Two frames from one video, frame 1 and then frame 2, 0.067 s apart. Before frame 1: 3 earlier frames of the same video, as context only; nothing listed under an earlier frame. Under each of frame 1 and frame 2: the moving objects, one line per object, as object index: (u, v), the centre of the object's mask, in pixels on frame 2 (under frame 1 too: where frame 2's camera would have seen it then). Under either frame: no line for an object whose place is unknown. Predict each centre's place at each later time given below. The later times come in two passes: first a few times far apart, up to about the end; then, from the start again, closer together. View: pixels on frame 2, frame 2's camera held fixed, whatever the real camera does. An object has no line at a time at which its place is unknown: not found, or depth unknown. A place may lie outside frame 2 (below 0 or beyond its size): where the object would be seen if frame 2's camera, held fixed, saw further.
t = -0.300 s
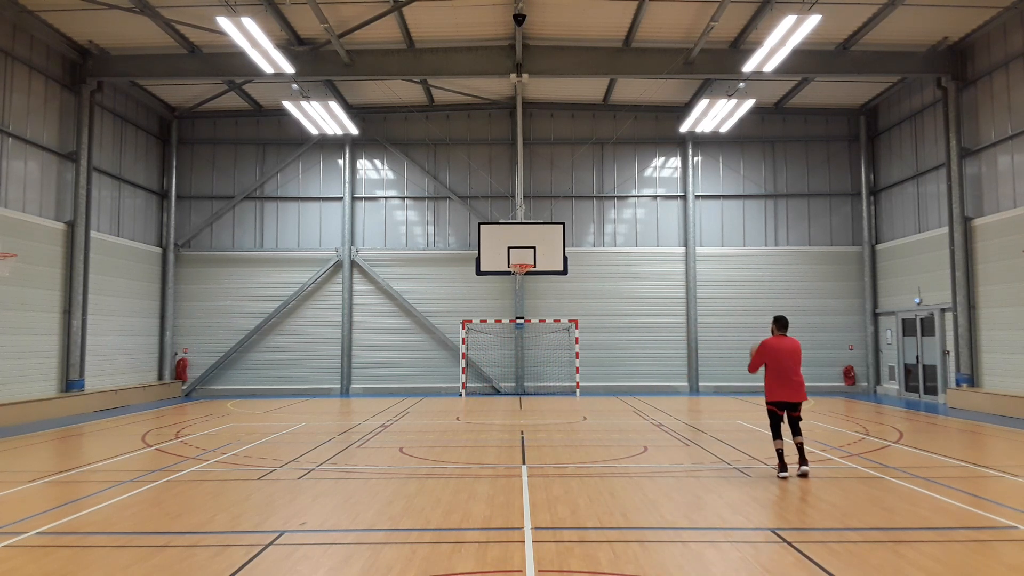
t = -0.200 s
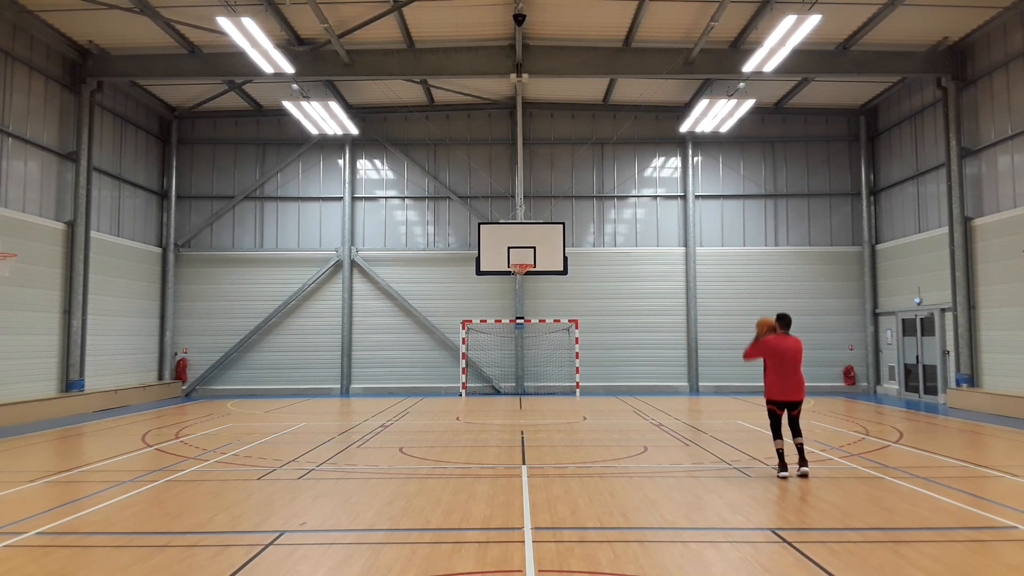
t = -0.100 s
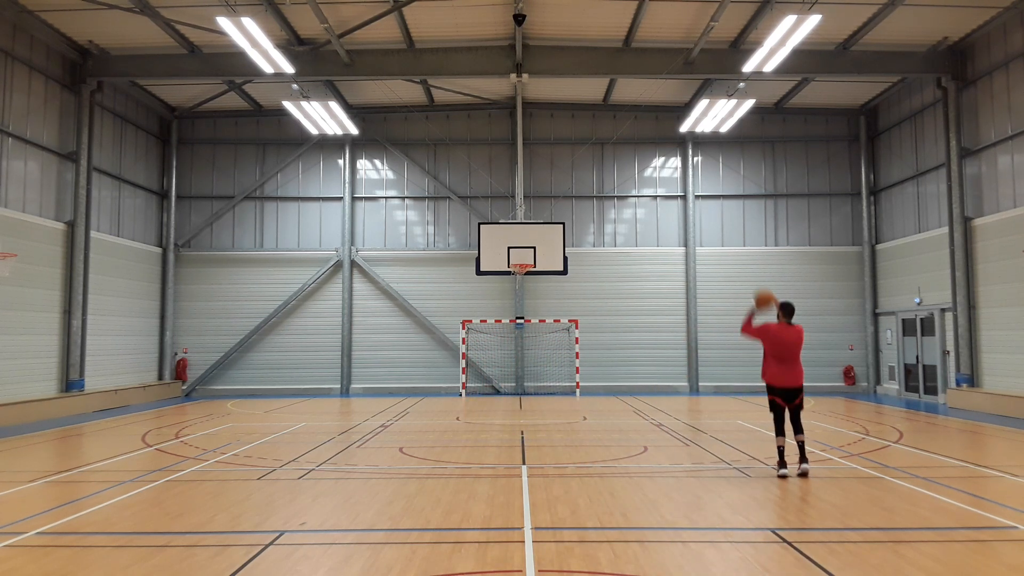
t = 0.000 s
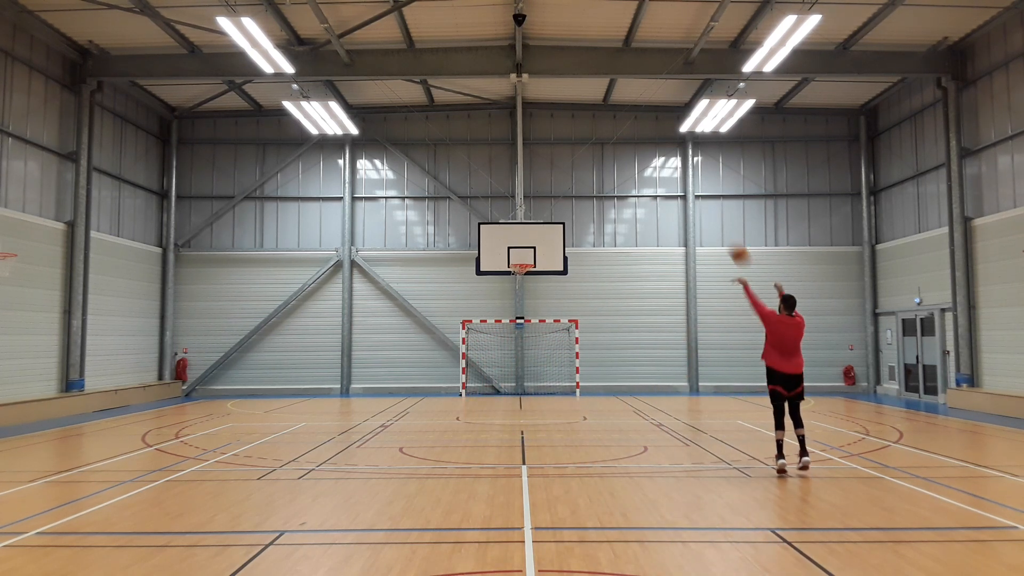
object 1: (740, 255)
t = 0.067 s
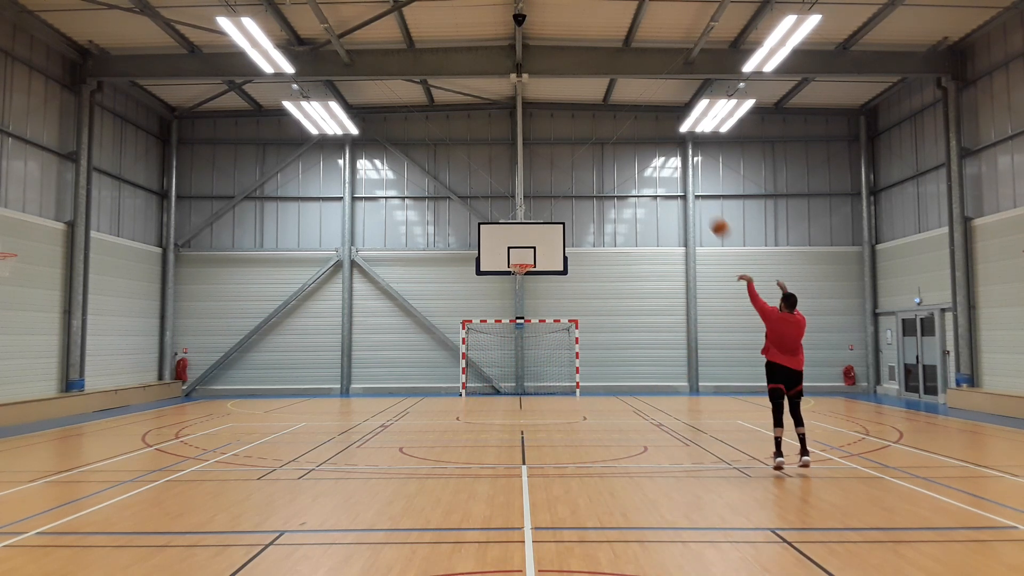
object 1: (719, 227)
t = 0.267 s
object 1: (669, 176)
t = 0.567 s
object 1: (612, 154)
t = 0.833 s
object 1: (572, 180)
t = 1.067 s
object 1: (544, 226)
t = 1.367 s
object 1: (508, 245)
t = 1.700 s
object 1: (472, 231)
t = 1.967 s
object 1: (442, 258)
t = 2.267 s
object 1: (409, 332)
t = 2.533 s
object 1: (378, 404)
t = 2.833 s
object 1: (349, 328)
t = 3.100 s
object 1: (322, 300)
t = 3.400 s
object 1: (292, 312)
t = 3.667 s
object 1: (265, 363)
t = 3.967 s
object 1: (236, 390)
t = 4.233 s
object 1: (214, 349)
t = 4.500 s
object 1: (190, 344)
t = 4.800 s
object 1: (164, 383)
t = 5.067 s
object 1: (140, 398)
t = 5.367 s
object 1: (116, 366)
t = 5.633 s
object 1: (93, 378)
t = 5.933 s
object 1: (68, 411)
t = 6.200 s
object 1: (49, 383)
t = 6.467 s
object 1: (28, 392)
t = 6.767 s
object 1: (8, 407)
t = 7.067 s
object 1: (41, 416)
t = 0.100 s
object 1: (710, 215)
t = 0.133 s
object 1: (701, 205)
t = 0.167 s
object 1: (693, 197)
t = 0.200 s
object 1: (685, 188)
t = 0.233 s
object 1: (678, 182)
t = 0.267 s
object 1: (669, 176)
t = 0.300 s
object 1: (661, 169)
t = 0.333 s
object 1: (655, 164)
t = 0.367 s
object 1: (648, 161)
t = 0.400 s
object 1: (642, 158)
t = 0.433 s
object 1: (636, 156)
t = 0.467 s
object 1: (629, 155)
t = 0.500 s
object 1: (623, 154)
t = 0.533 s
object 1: (618, 154)
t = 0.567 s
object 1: (612, 154)
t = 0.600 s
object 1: (606, 156)
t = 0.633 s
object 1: (601, 157)
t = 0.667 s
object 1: (596, 160)
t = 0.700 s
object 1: (591, 162)
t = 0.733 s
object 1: (586, 166)
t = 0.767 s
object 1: (581, 170)
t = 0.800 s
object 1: (576, 175)
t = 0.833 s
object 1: (572, 180)
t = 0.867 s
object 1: (568, 185)
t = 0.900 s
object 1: (564, 191)
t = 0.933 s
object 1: (559, 197)
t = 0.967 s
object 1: (555, 204)
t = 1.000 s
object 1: (551, 211)
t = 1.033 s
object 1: (548, 218)
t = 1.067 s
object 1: (544, 226)
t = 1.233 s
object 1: (524, 260)
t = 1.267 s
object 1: (519, 259)
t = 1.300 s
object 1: (515, 255)
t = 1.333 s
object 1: (511, 250)
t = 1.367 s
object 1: (508, 245)
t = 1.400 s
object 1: (505, 241)
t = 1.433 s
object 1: (501, 238)
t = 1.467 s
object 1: (497, 235)
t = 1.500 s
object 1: (494, 233)
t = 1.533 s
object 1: (490, 231)
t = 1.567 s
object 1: (486, 230)
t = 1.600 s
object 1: (483, 229)
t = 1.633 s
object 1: (479, 229)
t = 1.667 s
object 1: (475, 230)
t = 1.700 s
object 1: (472, 231)
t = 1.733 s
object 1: (468, 233)
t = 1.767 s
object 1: (465, 234)
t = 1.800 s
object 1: (461, 237)
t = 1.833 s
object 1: (457, 240)
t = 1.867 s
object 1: (453, 244)
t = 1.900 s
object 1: (450, 248)
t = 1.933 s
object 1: (446, 253)
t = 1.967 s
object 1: (442, 258)
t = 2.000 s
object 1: (438, 264)
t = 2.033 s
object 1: (435, 270)
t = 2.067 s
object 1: (431, 277)
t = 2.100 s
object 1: (427, 285)
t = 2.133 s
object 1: (424, 293)
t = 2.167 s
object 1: (420, 302)
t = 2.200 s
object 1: (416, 313)
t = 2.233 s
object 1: (412, 322)
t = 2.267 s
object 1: (409, 332)
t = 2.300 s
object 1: (405, 344)
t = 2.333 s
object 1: (401, 356)
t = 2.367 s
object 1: (397, 368)
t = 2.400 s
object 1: (394, 382)
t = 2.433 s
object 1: (390, 396)
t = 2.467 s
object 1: (385, 410)
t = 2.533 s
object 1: (378, 404)
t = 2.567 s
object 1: (375, 393)
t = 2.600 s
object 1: (372, 382)
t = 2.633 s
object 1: (369, 373)
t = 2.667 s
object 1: (366, 364)
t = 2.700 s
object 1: (362, 355)
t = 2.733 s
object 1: (359, 347)
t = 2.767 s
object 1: (356, 340)
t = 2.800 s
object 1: (352, 333)
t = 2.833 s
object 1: (349, 328)
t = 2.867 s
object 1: (346, 322)
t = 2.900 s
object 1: (343, 317)
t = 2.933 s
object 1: (340, 313)
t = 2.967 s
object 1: (336, 309)
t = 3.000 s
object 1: (332, 306)
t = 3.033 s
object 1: (329, 303)
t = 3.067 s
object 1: (326, 301)
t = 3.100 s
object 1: (322, 300)
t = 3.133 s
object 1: (319, 299)
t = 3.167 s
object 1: (316, 299)
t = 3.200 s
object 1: (313, 299)
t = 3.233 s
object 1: (309, 300)
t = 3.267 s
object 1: (306, 301)
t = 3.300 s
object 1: (302, 303)
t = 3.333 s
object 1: (299, 306)
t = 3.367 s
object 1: (296, 308)
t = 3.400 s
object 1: (292, 312)
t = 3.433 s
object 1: (289, 316)
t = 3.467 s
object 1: (286, 321)
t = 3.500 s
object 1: (282, 327)
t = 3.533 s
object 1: (278, 333)
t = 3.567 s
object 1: (275, 339)
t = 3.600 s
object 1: (271, 347)
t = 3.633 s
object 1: (268, 355)
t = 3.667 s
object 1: (265, 363)
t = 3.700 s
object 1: (261, 372)
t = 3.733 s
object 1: (258, 381)
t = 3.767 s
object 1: (254, 392)
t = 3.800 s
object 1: (251, 403)
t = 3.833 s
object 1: (247, 413)
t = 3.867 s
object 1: (244, 415)
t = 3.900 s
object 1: (241, 407)
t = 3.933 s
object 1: (239, 399)
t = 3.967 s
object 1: (236, 390)
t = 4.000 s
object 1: (233, 382)
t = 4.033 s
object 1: (231, 377)
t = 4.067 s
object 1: (228, 370)
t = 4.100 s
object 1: (225, 365)
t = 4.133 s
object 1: (223, 360)
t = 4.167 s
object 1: (220, 356)
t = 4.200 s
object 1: (216, 352)
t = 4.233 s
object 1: (214, 349)
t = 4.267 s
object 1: (211, 346)
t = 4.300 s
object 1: (208, 344)
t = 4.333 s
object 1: (205, 343)
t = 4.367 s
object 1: (203, 342)
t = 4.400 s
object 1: (200, 341)
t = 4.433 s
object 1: (197, 342)
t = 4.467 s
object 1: (194, 343)
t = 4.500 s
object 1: (190, 344)
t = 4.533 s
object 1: (188, 347)
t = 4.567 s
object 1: (185, 349)
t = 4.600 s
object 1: (182, 352)
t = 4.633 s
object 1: (180, 355)
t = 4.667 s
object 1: (176, 360)
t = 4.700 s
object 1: (172, 365)
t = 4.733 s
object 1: (169, 370)
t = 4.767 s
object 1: (167, 375)
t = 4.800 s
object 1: (164, 383)
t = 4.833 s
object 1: (161, 389)
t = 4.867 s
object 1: (157, 398)
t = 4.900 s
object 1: (154, 406)
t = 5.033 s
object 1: (143, 403)
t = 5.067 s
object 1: (140, 398)
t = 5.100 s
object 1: (138, 391)
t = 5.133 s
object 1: (135, 386)
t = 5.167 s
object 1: (133, 381)
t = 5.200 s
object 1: (130, 377)
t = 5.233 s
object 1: (127, 374)
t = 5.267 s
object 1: (124, 371)
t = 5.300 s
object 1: (122, 369)
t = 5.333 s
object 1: (119, 368)
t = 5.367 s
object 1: (116, 366)
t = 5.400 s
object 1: (114, 366)
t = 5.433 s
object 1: (111, 366)
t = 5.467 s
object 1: (108, 366)
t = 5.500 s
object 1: (105, 368)
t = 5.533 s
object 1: (102, 369)
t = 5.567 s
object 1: (99, 372)
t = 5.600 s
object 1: (97, 375)
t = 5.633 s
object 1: (93, 378)
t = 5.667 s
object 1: (91, 382)
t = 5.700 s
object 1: (88, 387)
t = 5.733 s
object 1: (85, 392)
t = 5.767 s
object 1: (82, 398)
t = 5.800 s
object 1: (78, 405)
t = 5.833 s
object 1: (76, 412)
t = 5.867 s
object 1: (72, 419)
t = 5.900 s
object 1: (70, 417)
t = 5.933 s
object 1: (68, 411)
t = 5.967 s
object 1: (65, 405)
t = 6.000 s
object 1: (63, 400)
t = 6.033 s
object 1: (61, 396)
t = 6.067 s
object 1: (59, 392)
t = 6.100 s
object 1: (56, 389)
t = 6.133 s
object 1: (54, 387)
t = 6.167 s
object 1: (52, 384)
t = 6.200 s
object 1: (49, 383)
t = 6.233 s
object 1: (46, 382)
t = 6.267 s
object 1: (44, 381)
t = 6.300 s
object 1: (41, 381)
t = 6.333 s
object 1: (39, 382)
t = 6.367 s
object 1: (36, 384)
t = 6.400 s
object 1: (33, 386)
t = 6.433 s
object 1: (31, 388)
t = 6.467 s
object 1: (28, 392)
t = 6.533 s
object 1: (23, 400)
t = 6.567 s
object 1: (20, 405)
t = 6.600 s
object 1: (17, 410)
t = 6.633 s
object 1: (14, 417)
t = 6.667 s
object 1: (12, 421)
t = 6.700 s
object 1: (9, 416)
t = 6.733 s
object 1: (7, 410)
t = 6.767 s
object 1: (8, 407)
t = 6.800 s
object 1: (12, 407)
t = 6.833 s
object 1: (16, 408)
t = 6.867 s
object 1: (20, 410)
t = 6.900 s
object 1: (24, 411)
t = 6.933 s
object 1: (28, 414)
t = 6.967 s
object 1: (33, 417)
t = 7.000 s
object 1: (36, 421)
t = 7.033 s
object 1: (39, 419)
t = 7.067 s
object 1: (41, 416)
